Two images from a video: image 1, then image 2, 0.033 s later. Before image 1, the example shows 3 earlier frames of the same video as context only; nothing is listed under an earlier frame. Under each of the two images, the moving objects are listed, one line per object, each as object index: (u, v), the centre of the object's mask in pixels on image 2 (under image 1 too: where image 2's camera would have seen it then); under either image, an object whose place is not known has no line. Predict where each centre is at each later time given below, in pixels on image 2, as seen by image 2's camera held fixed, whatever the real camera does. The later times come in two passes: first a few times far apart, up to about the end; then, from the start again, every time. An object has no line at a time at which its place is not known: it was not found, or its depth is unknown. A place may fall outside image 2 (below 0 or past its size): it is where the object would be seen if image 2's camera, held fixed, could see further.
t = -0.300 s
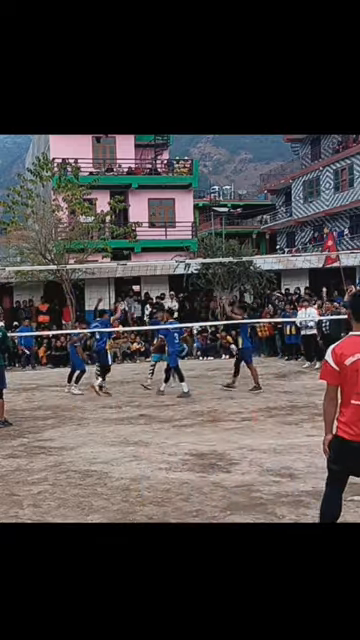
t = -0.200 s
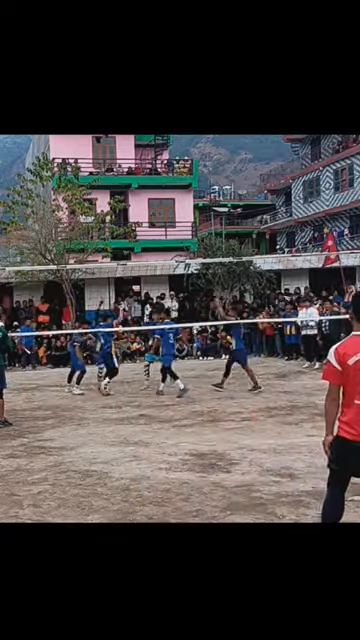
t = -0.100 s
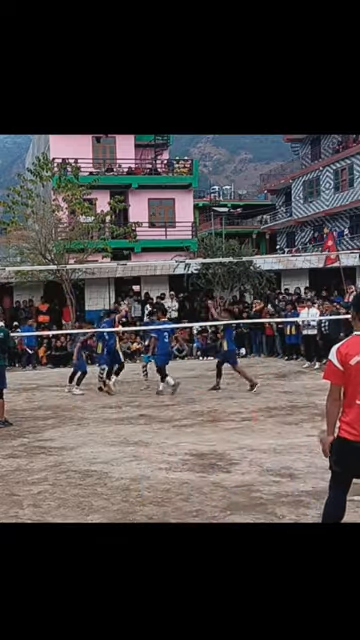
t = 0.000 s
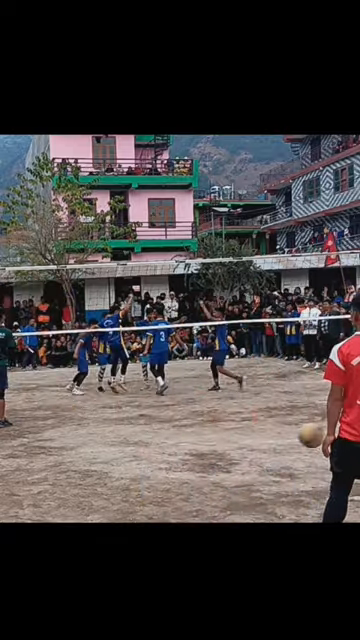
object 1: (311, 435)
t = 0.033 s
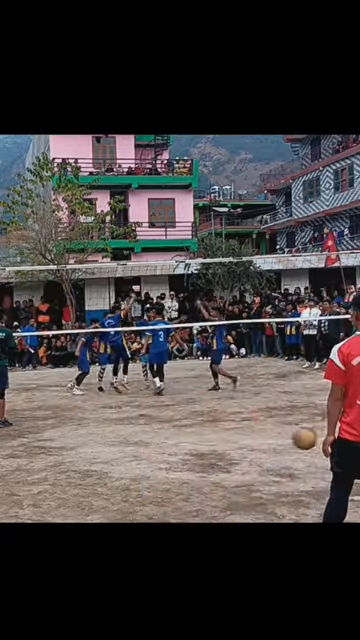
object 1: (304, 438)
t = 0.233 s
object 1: (266, 477)
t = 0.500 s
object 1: (230, 438)
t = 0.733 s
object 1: (204, 466)
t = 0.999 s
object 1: (174, 441)
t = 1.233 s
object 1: (152, 450)
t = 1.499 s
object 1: (134, 443)
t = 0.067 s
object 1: (297, 442)
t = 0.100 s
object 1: (291, 446)
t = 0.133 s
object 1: (284, 451)
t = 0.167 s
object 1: (279, 460)
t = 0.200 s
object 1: (272, 467)
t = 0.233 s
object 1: (266, 477)
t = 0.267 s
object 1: (261, 468)
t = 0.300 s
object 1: (256, 460)
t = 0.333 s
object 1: (251, 452)
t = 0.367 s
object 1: (247, 448)
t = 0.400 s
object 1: (243, 443)
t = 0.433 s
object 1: (239, 441)
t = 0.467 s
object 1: (234, 439)
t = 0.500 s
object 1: (230, 438)
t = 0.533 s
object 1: (227, 439)
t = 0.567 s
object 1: (222, 440)
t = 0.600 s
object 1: (219, 443)
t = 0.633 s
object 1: (216, 447)
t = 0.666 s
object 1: (211, 451)
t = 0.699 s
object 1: (206, 455)
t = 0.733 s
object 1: (204, 466)
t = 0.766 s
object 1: (201, 461)
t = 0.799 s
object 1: (196, 455)
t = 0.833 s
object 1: (194, 451)
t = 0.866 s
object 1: (190, 447)
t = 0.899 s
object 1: (185, 442)
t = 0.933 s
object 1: (180, 440)
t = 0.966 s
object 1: (177, 440)
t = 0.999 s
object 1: (174, 441)
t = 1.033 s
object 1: (170, 442)
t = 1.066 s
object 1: (166, 444)
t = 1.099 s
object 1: (163, 448)
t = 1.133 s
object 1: (161, 453)
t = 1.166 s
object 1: (157, 460)
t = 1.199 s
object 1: (154, 456)
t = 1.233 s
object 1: (152, 450)
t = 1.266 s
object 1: (149, 445)
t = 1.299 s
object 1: (147, 442)
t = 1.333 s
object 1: (145, 440)
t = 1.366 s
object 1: (142, 438)
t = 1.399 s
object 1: (140, 438)
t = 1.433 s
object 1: (137, 439)
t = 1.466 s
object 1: (136, 441)
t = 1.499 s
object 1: (134, 443)
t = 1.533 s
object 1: (131, 447)
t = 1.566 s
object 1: (130, 452)
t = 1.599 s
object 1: (128, 453)
